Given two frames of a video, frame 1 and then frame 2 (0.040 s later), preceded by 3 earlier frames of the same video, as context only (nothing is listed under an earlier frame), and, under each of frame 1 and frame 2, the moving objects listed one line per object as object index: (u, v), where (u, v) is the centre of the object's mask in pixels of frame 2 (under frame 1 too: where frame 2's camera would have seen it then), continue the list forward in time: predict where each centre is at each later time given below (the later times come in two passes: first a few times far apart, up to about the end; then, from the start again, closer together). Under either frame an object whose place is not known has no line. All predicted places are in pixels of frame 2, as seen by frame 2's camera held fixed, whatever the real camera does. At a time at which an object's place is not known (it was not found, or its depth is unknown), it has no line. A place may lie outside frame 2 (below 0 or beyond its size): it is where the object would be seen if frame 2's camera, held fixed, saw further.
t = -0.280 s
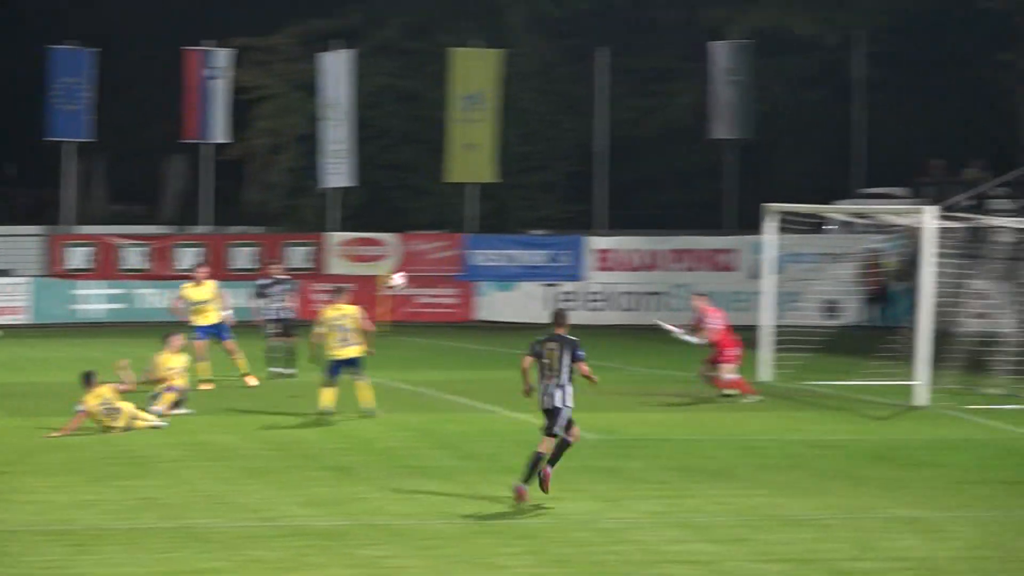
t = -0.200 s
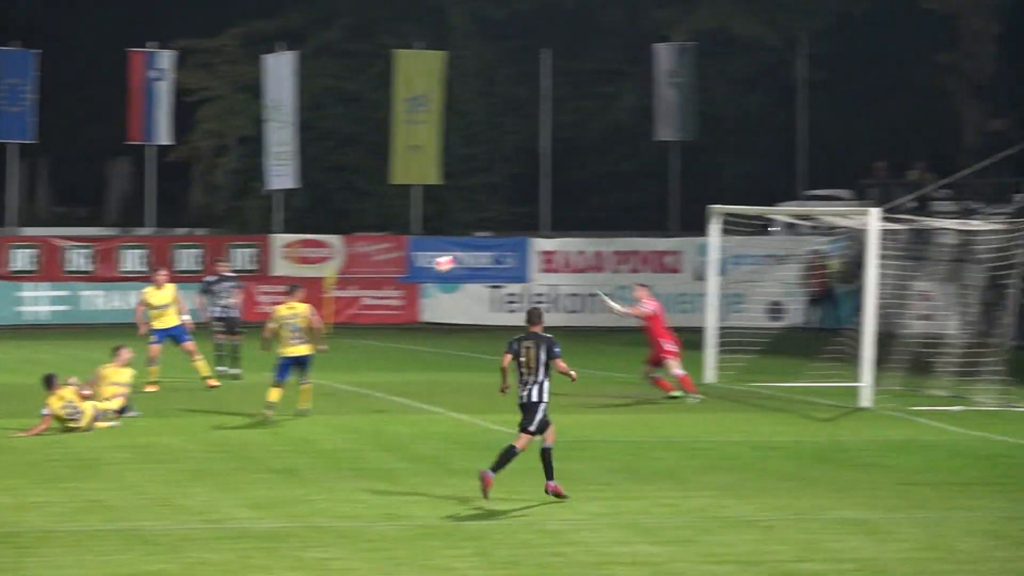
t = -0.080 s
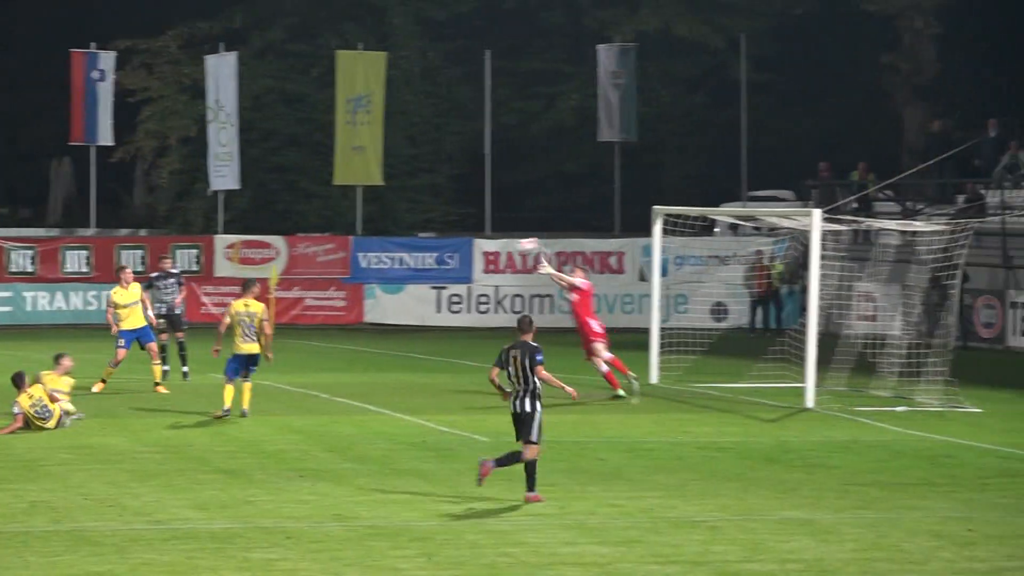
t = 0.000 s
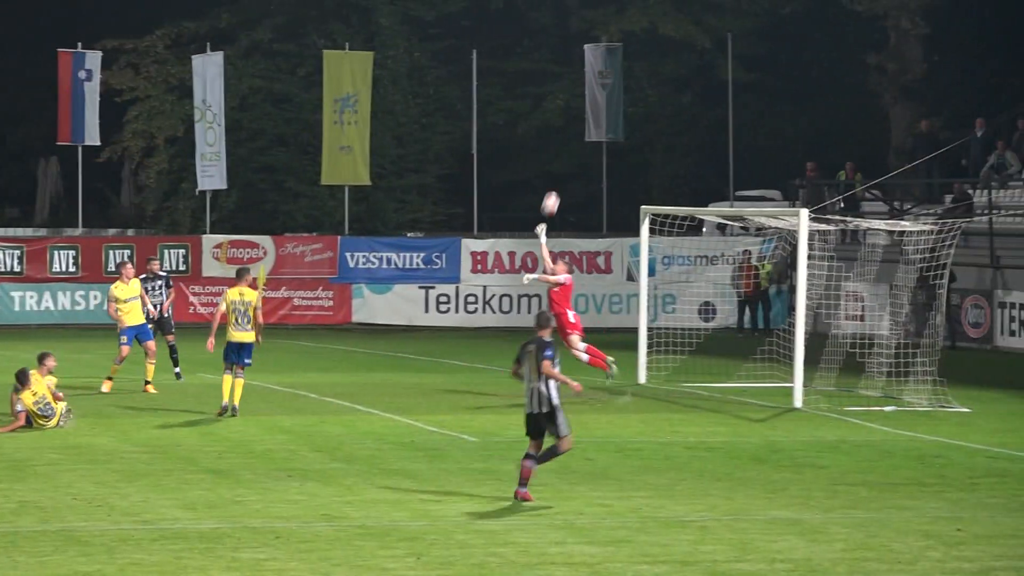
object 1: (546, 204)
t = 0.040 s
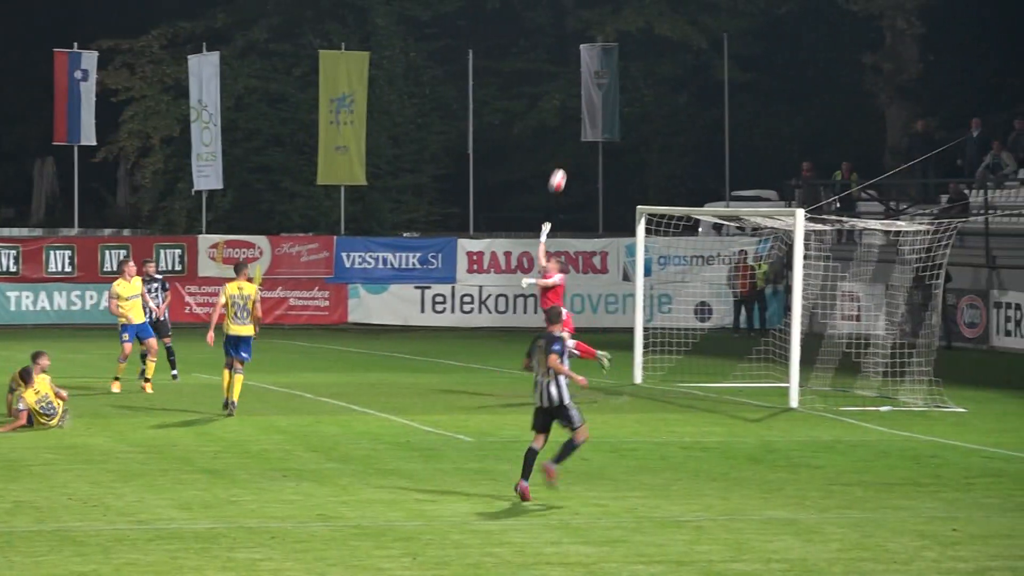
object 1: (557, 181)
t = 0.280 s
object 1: (621, 72)
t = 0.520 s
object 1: (680, 15)
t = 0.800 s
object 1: (744, 7)
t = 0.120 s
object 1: (579, 139)
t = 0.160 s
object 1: (590, 119)
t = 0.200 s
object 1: (600, 101)
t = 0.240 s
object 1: (611, 86)
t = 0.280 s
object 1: (621, 72)
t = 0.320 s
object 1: (631, 59)
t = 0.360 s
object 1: (641, 48)
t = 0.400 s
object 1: (651, 38)
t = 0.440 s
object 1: (661, 29)
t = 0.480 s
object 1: (671, 21)
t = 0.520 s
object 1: (680, 15)
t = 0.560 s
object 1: (690, 11)
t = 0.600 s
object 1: (699, 7)
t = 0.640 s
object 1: (708, 4)
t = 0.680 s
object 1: (718, 3)
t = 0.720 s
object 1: (726, 3)
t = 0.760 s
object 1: (735, 5)
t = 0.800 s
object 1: (744, 7)
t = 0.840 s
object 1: (753, 11)
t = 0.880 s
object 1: (762, 15)
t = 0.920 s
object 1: (770, 21)
